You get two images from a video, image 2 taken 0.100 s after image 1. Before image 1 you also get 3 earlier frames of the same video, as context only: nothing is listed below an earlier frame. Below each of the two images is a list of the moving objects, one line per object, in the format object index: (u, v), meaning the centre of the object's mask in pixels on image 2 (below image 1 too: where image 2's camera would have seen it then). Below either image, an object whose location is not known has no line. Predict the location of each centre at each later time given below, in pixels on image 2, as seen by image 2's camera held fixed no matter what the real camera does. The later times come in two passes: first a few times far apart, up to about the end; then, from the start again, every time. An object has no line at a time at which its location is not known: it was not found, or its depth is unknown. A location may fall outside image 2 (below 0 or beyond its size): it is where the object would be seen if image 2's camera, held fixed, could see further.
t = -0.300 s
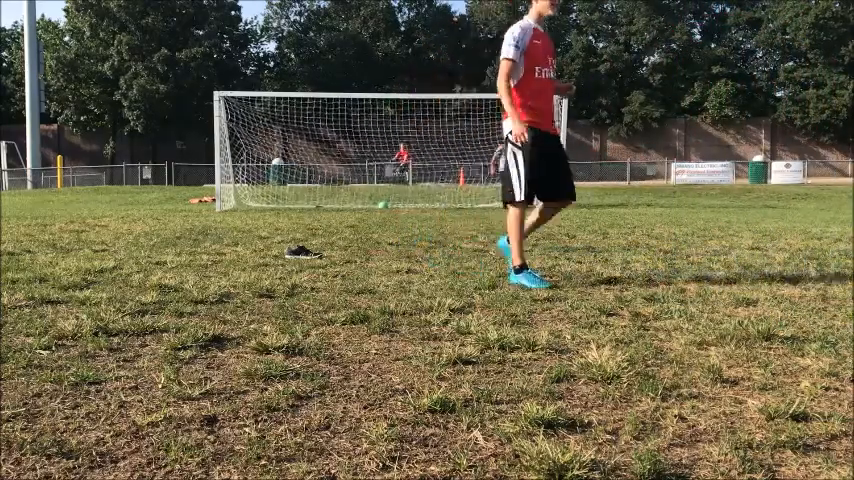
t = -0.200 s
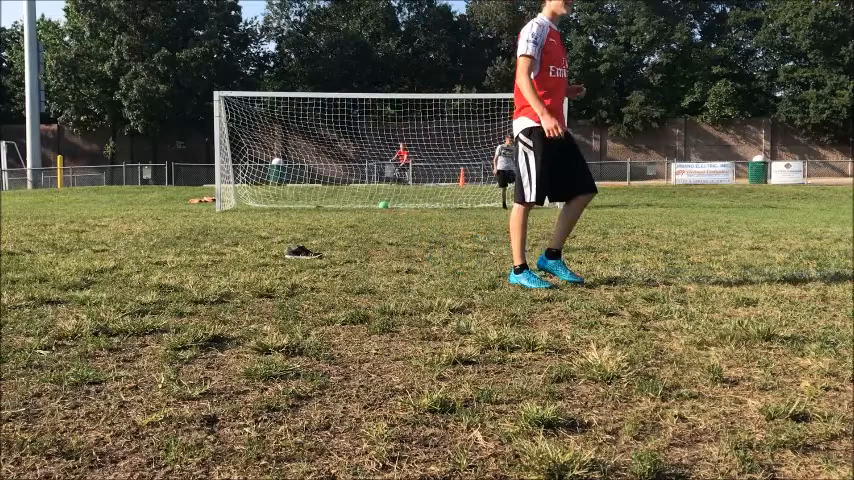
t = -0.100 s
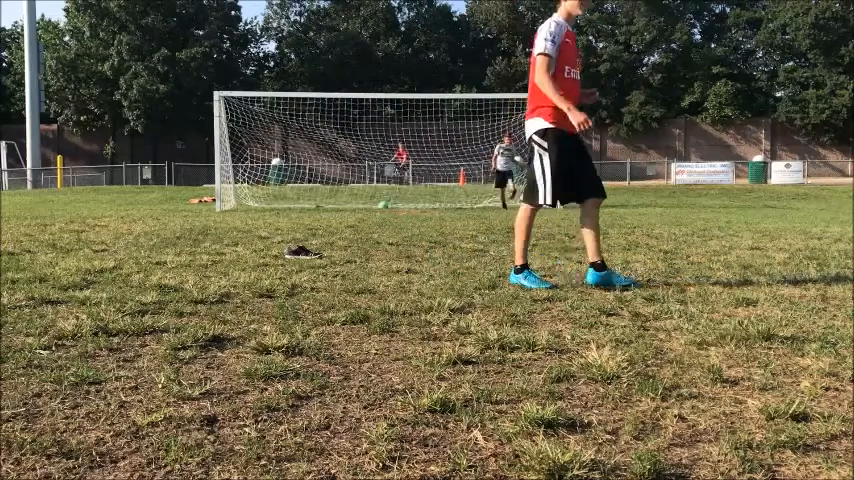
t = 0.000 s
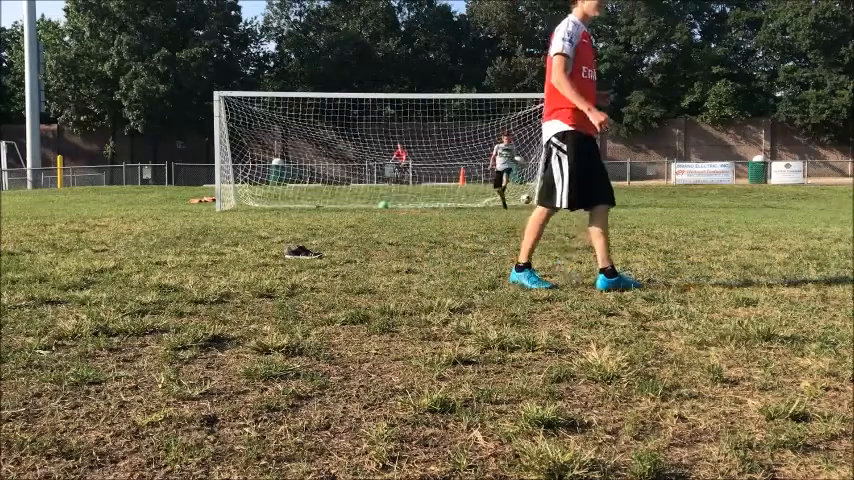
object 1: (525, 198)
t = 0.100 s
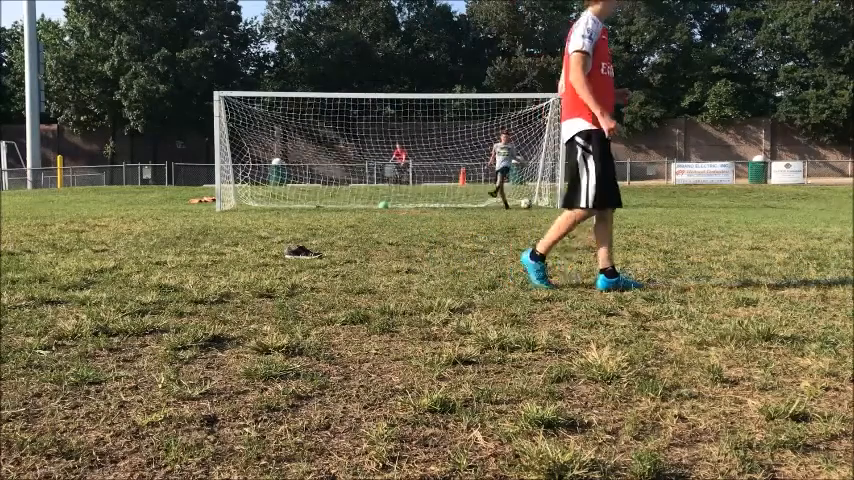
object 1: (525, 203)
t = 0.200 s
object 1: (526, 207)
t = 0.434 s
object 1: (527, 208)
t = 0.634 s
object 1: (524, 210)
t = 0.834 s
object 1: (523, 211)
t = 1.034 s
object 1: (519, 213)
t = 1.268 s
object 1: (514, 218)
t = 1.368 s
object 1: (511, 220)
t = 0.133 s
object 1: (526, 206)
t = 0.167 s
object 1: (526, 207)
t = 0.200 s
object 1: (526, 207)
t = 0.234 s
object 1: (526, 205)
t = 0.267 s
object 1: (526, 204)
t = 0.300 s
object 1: (526, 204)
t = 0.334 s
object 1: (526, 204)
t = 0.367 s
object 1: (526, 205)
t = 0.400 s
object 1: (526, 206)
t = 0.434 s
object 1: (527, 208)
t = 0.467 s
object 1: (527, 209)
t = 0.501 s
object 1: (526, 209)
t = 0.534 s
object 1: (526, 208)
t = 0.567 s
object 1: (525, 209)
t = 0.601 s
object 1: (525, 209)
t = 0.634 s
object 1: (524, 210)
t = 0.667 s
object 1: (525, 211)
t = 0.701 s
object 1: (524, 211)
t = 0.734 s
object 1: (524, 211)
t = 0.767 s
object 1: (523, 210)
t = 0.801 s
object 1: (523, 210)
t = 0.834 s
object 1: (523, 211)
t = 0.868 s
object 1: (522, 212)
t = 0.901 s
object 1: (521, 212)
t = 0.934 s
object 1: (521, 214)
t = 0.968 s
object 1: (521, 212)
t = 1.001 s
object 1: (520, 212)
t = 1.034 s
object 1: (519, 213)
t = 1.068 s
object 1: (519, 215)
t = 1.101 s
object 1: (519, 217)
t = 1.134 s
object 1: (517, 217)
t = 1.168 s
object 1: (516, 217)
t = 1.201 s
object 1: (515, 218)
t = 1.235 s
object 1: (515, 218)
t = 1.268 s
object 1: (514, 218)
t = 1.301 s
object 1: (513, 219)
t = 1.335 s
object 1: (513, 220)
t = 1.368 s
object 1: (511, 220)
